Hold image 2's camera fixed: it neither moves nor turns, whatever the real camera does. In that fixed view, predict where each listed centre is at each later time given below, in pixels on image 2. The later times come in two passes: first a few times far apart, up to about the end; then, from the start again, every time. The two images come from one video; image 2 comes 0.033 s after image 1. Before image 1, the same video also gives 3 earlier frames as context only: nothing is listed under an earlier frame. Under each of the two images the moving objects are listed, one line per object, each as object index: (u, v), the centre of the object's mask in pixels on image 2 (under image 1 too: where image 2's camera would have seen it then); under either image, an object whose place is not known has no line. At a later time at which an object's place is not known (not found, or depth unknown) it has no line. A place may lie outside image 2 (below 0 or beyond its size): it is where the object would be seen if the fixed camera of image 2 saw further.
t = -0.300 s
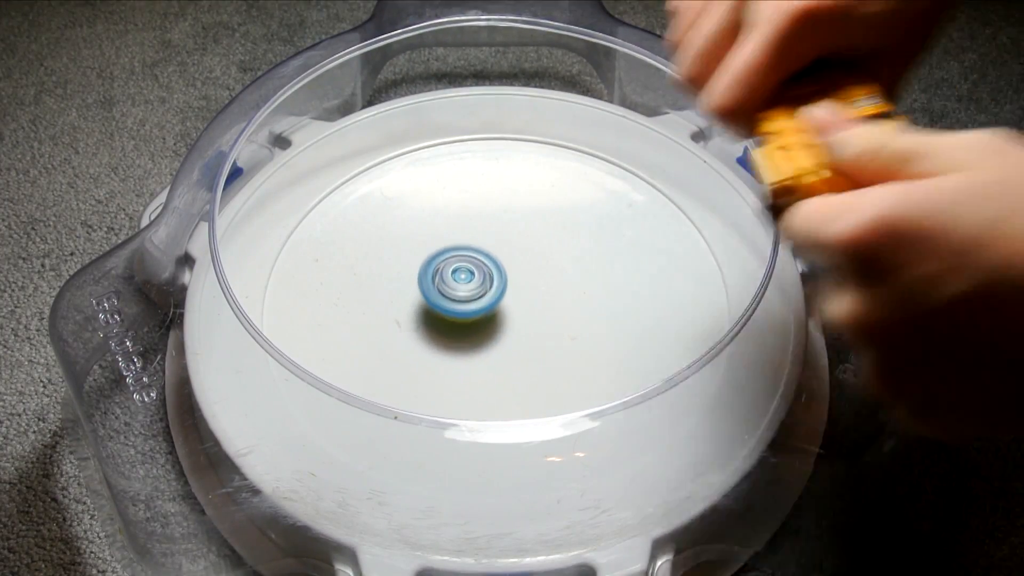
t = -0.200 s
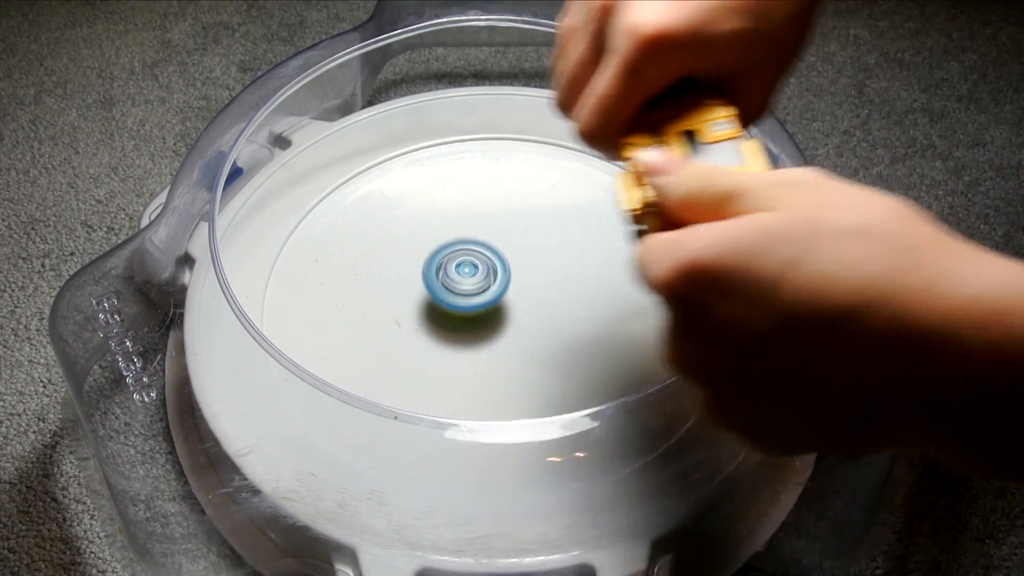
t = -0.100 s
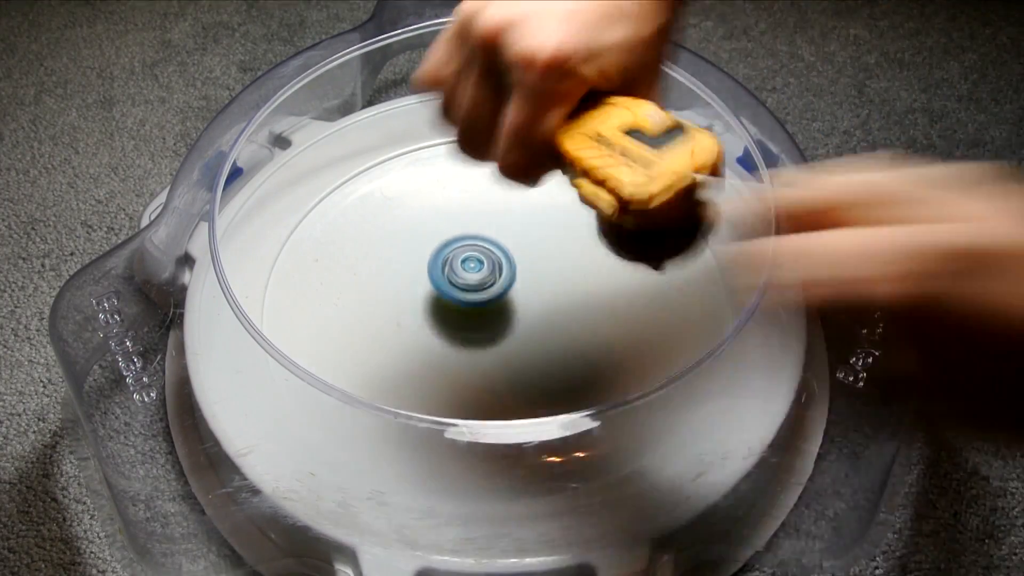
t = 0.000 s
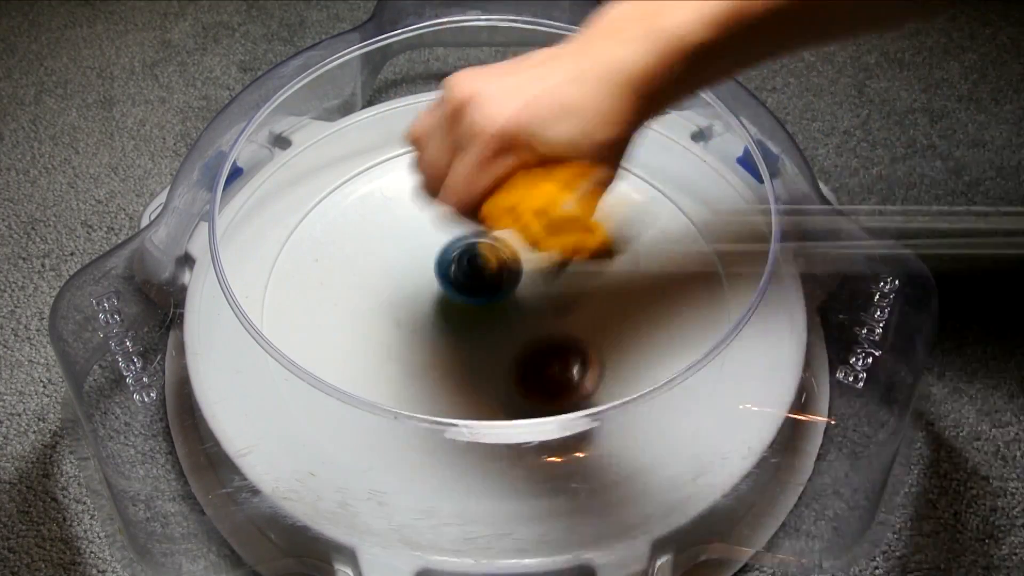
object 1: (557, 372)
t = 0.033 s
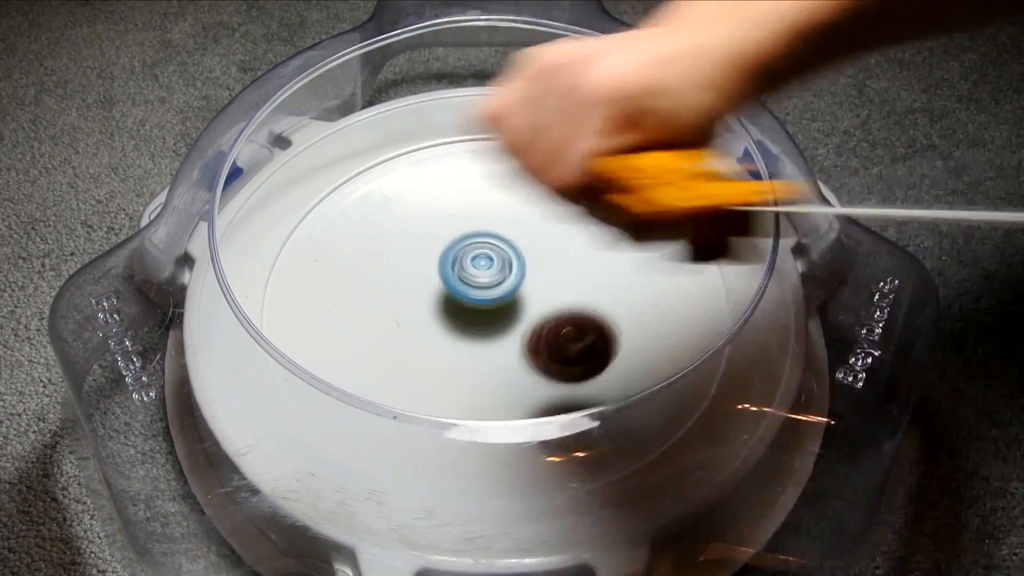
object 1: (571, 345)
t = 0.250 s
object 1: (607, 326)
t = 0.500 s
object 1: (568, 338)
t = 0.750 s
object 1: (554, 357)
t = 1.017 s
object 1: (520, 363)
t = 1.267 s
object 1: (497, 386)
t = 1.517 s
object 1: (490, 360)
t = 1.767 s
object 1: (424, 366)
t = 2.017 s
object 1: (433, 366)
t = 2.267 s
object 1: (432, 317)
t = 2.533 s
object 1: (376, 270)
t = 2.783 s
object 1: (390, 283)
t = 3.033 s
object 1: (445, 263)
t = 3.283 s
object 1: (474, 211)
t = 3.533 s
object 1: (471, 215)
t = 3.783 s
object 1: (500, 244)
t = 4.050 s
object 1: (567, 259)
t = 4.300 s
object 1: (586, 263)
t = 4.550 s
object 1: (572, 284)
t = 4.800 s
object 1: (548, 316)
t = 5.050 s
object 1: (530, 351)
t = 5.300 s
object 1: (510, 361)
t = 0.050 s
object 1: (577, 334)
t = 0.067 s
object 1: (583, 325)
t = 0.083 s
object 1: (589, 320)
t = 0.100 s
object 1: (595, 319)
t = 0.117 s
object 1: (600, 322)
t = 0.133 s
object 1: (604, 327)
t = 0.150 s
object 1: (608, 337)
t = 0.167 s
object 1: (611, 346)
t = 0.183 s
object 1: (611, 338)
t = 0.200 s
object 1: (611, 330)
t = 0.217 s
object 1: (610, 326)
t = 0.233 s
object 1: (609, 325)
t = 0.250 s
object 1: (607, 326)
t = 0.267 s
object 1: (604, 322)
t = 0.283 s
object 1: (600, 317)
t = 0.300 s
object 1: (595, 316)
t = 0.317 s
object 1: (591, 313)
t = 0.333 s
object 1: (587, 311)
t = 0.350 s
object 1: (582, 309)
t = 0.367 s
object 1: (577, 309)
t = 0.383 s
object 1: (576, 312)
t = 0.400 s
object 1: (577, 316)
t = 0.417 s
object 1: (576, 321)
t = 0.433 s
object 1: (575, 325)
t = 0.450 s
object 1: (573, 329)
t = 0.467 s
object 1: (571, 332)
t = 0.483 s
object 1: (569, 335)
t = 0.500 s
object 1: (568, 338)
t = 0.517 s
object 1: (566, 341)
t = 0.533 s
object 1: (565, 344)
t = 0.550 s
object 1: (564, 346)
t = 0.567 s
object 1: (563, 348)
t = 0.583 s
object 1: (562, 350)
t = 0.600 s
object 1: (561, 352)
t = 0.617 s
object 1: (560, 353)
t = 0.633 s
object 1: (559, 354)
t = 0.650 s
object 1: (559, 355)
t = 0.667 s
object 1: (558, 355)
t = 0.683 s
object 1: (558, 356)
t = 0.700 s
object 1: (557, 356)
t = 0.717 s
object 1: (556, 357)
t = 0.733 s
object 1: (555, 357)
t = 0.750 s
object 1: (554, 357)
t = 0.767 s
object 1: (553, 357)
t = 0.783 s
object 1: (552, 357)
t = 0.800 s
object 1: (550, 357)
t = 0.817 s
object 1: (549, 357)
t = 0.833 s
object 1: (548, 357)
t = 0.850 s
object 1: (546, 357)
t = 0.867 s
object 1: (544, 357)
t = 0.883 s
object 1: (541, 358)
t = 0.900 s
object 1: (539, 358)
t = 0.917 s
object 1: (536, 359)
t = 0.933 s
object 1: (534, 360)
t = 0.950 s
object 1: (531, 361)
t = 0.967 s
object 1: (528, 361)
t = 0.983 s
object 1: (525, 362)
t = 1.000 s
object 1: (522, 363)
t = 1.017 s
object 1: (520, 363)
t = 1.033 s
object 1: (516, 364)
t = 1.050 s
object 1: (513, 364)
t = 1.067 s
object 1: (510, 364)
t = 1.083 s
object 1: (506, 365)
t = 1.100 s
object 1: (504, 370)
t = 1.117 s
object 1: (502, 376)
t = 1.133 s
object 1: (500, 381)
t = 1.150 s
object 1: (498, 383)
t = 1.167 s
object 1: (497, 385)
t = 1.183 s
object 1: (497, 386)
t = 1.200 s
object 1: (496, 386)
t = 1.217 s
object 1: (496, 386)
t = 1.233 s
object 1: (497, 386)
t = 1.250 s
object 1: (497, 386)
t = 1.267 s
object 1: (497, 386)
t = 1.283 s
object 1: (498, 385)
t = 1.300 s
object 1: (498, 385)
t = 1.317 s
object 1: (499, 384)
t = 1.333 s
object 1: (499, 382)
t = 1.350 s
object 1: (499, 380)
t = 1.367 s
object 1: (499, 379)
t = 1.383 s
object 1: (499, 377)
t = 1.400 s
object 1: (499, 374)
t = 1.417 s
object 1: (498, 372)
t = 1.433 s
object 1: (497, 370)
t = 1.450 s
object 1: (496, 368)
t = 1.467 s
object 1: (495, 366)
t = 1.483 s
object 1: (493, 364)
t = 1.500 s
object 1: (492, 362)
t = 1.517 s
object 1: (490, 360)
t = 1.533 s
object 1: (488, 358)
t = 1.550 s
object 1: (486, 356)
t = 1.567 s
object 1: (484, 355)
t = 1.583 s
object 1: (481, 353)
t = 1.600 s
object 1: (478, 351)
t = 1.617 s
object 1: (476, 349)
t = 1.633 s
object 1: (473, 347)
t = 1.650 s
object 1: (471, 346)
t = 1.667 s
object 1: (468, 344)
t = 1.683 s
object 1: (459, 350)
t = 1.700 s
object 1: (449, 357)
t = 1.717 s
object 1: (441, 360)
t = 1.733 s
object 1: (434, 363)
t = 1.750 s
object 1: (428, 365)
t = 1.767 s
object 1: (424, 366)
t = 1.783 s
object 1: (421, 367)
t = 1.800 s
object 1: (419, 368)
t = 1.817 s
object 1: (419, 368)
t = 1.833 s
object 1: (418, 368)
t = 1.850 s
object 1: (419, 368)
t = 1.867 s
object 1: (419, 369)
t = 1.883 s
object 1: (420, 369)
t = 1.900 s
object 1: (420, 370)
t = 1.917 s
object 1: (421, 370)
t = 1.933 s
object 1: (423, 370)
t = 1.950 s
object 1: (425, 370)
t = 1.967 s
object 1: (427, 370)
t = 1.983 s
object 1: (429, 369)
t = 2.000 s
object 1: (430, 368)
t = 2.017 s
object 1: (433, 366)
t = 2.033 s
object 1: (434, 364)
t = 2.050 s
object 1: (436, 362)
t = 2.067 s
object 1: (438, 360)
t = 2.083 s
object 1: (439, 358)
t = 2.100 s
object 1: (440, 355)
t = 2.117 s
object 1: (441, 353)
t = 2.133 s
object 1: (442, 350)
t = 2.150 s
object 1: (442, 346)
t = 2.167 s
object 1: (442, 343)
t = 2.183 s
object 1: (441, 340)
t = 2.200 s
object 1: (440, 336)
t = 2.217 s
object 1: (439, 331)
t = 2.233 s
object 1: (437, 327)
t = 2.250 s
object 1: (435, 322)
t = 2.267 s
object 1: (432, 317)
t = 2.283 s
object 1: (430, 313)
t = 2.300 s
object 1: (427, 308)
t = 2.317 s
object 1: (424, 303)
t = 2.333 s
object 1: (420, 299)
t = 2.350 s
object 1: (417, 295)
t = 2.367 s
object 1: (413, 291)
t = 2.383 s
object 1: (410, 287)
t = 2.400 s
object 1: (406, 284)
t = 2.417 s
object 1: (402, 280)
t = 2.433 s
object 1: (398, 278)
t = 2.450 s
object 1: (394, 275)
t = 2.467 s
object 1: (390, 274)
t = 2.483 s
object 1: (386, 272)
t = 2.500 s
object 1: (383, 271)
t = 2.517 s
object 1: (379, 270)
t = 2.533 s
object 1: (376, 270)
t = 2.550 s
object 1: (373, 270)
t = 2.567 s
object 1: (370, 270)
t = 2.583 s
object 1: (367, 271)
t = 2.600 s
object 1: (366, 273)
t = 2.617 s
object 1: (366, 274)
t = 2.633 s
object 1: (366, 275)
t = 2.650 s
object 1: (367, 276)
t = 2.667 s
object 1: (369, 278)
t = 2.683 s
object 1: (371, 278)
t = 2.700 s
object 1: (374, 279)
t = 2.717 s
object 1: (377, 280)
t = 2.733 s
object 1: (380, 281)
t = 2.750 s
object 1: (383, 282)
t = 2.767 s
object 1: (387, 283)
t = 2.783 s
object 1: (390, 283)
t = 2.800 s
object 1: (394, 283)
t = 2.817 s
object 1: (398, 284)
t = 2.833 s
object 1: (402, 284)
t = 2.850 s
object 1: (407, 284)
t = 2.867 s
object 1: (410, 283)
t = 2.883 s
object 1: (415, 283)
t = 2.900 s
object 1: (419, 282)
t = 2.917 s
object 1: (424, 281)
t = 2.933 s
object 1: (427, 278)
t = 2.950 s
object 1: (429, 275)
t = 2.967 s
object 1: (432, 272)
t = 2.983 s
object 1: (435, 270)
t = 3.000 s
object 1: (439, 267)
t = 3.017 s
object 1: (442, 266)
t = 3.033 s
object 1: (445, 263)
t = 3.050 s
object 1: (449, 259)
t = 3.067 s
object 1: (452, 256)
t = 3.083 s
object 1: (455, 252)
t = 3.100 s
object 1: (458, 249)
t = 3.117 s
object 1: (461, 245)
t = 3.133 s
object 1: (464, 242)
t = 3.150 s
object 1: (466, 238)
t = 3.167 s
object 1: (468, 234)
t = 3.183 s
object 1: (470, 230)
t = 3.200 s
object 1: (471, 227)
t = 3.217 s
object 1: (473, 222)
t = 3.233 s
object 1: (474, 219)
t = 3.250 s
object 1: (474, 216)
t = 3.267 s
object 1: (474, 213)
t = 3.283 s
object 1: (474, 211)
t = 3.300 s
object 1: (474, 209)
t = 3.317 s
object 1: (474, 208)
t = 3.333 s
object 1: (473, 207)
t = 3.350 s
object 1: (473, 207)
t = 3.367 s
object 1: (473, 207)
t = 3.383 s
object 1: (472, 207)
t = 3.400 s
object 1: (472, 207)
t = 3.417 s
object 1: (471, 207)
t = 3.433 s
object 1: (470, 208)
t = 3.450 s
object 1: (470, 209)
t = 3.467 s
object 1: (470, 210)
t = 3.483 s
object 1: (470, 211)
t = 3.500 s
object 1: (470, 212)
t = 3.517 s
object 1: (471, 214)
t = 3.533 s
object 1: (471, 215)
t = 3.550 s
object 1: (473, 217)
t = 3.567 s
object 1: (473, 218)
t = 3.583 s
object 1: (475, 220)
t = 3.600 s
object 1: (476, 222)
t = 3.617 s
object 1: (478, 224)
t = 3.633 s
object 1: (479, 226)
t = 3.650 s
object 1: (481, 228)
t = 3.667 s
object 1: (483, 230)
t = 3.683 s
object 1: (485, 232)
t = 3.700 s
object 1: (488, 234)
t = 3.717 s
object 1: (490, 237)
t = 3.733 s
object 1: (492, 238)
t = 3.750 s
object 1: (495, 240)
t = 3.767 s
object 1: (497, 242)
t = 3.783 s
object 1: (500, 244)
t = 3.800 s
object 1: (503, 246)
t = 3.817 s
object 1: (507, 247)
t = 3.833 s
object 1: (511, 249)
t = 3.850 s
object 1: (515, 251)
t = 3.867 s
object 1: (518, 253)
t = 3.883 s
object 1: (523, 254)
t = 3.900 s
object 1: (528, 255)
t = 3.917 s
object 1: (533, 257)
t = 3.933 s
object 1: (537, 257)
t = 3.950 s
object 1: (543, 258)
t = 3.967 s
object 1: (547, 259)
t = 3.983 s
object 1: (552, 259)
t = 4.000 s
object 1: (556, 260)
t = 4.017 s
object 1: (560, 259)
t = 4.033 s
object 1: (564, 259)
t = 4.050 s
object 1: (567, 259)
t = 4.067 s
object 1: (571, 259)
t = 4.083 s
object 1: (574, 259)
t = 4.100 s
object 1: (576, 259)
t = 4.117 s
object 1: (578, 259)
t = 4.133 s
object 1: (580, 259)
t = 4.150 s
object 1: (582, 259)
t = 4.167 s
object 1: (583, 259)
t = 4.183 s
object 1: (584, 260)
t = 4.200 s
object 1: (585, 260)
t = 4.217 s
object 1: (586, 260)
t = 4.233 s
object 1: (586, 260)
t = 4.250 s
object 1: (586, 261)
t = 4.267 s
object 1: (586, 262)
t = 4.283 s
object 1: (586, 262)
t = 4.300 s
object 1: (586, 263)
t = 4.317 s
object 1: (586, 265)
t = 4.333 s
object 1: (585, 265)
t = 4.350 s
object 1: (585, 266)
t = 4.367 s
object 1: (584, 268)
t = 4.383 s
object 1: (583, 269)
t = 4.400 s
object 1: (583, 270)
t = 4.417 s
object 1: (582, 271)
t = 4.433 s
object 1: (580, 273)
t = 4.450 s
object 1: (579, 274)
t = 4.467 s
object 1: (578, 276)
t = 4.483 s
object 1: (577, 277)
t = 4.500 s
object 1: (576, 279)
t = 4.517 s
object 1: (575, 281)
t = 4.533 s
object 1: (573, 283)
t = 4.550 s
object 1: (572, 284)
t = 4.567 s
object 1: (571, 286)
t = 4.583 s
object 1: (569, 288)
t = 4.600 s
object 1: (568, 290)
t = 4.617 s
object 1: (566, 292)
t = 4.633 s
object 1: (565, 294)
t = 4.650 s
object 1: (563, 296)
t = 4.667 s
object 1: (562, 298)
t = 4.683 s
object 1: (560, 300)
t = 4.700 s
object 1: (559, 302)
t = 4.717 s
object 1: (557, 304)
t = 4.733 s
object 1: (555, 306)
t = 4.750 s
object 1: (553, 308)
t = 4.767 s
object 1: (551, 310)
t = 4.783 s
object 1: (549, 313)
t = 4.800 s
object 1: (548, 316)
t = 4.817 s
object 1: (546, 319)
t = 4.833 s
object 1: (544, 322)
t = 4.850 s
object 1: (543, 326)
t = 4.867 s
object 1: (542, 329)
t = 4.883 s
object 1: (541, 331)
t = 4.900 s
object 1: (540, 334)
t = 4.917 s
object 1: (539, 336)
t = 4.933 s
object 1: (538, 338)
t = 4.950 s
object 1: (537, 341)
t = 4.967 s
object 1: (535, 342)
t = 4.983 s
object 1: (534, 344)
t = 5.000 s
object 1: (533, 346)
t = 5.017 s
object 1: (532, 347)
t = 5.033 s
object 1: (531, 349)
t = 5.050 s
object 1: (530, 351)
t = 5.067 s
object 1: (529, 352)
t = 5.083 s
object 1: (528, 353)
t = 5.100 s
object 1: (526, 355)
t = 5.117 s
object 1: (525, 356)
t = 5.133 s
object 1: (524, 357)
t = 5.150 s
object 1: (523, 358)
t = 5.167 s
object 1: (522, 358)
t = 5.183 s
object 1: (520, 360)
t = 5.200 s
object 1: (519, 360)
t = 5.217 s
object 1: (517, 361)
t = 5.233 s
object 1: (516, 361)
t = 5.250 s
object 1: (514, 361)
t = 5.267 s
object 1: (513, 361)
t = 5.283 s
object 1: (511, 361)
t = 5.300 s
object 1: (510, 361)
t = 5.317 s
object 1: (508, 360)
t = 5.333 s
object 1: (506, 360)
